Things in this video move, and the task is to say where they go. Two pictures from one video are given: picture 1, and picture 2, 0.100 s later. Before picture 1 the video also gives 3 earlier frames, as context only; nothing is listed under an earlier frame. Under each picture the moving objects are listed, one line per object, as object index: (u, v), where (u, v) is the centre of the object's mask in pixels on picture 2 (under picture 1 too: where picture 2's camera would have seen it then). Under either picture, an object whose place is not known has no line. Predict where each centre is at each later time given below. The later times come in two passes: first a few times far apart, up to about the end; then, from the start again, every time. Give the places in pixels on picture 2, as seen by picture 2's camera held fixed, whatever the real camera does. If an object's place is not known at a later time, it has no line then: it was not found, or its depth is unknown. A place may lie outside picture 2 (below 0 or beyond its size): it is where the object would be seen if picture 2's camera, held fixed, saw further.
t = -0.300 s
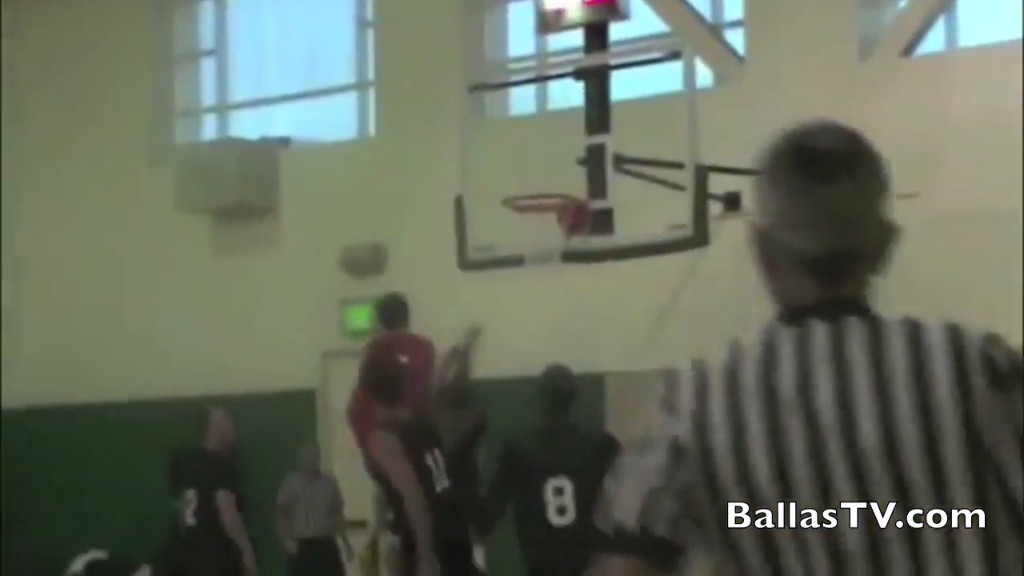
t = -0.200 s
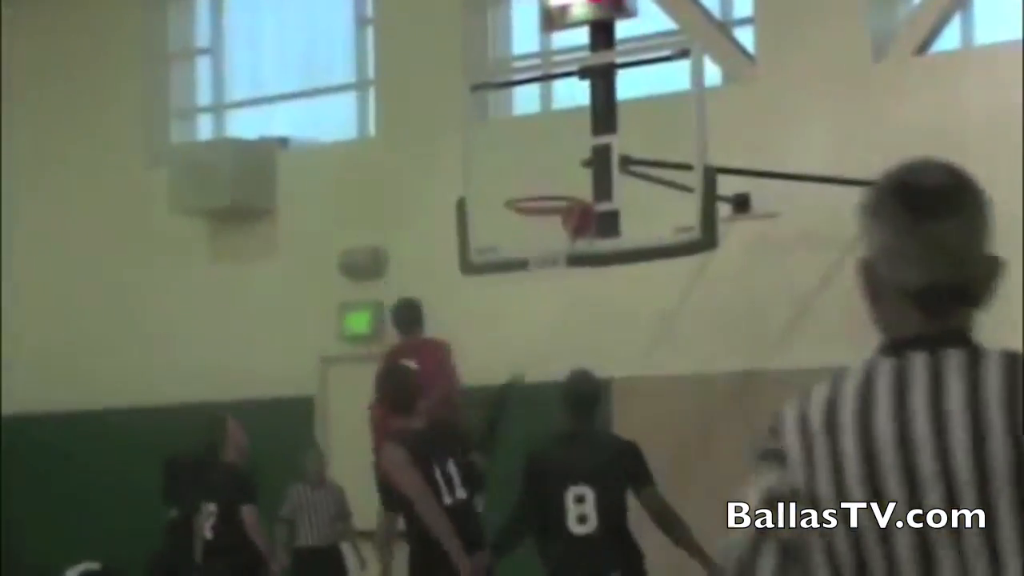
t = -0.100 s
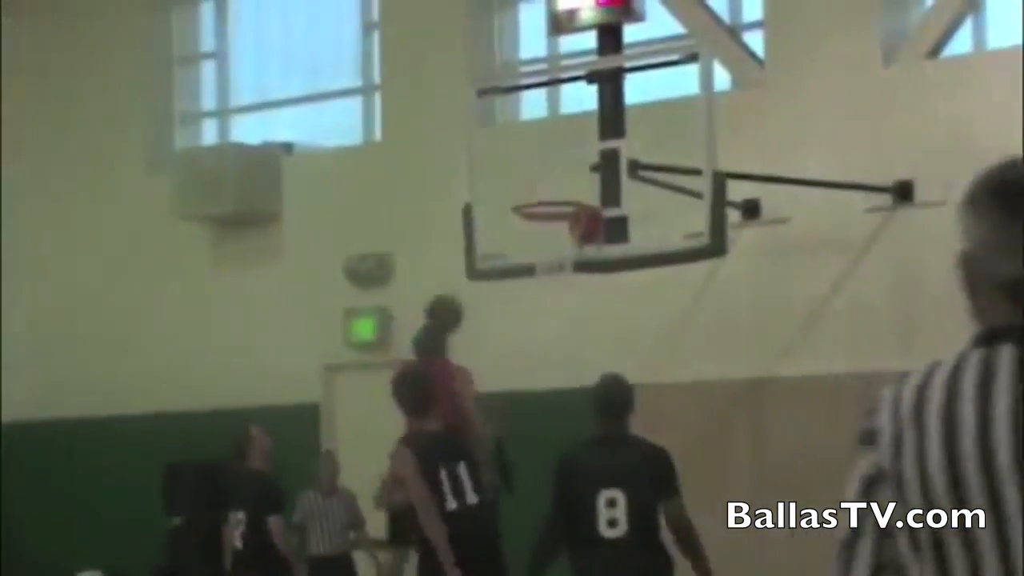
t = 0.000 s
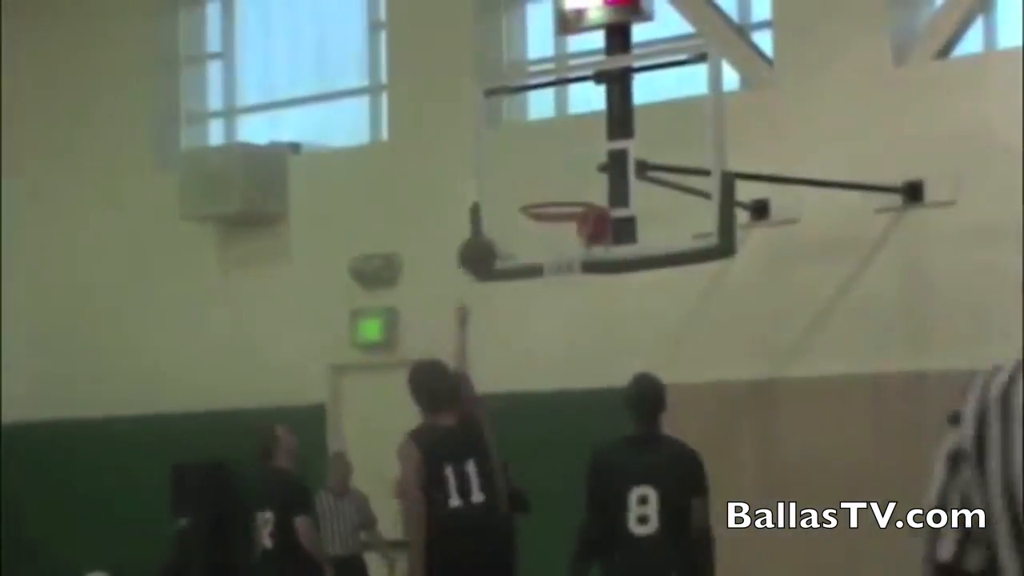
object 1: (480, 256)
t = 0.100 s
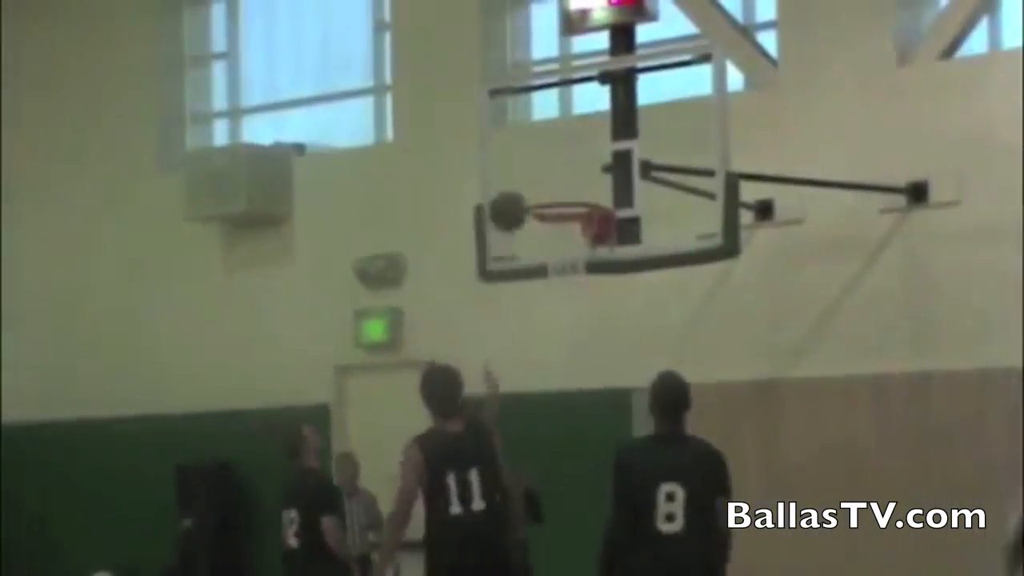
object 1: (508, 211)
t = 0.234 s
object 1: (545, 180)
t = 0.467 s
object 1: (559, 178)
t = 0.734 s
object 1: (563, 250)
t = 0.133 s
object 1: (517, 200)
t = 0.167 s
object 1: (526, 192)
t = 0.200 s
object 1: (535, 185)
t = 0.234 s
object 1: (545, 180)
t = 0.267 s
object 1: (552, 176)
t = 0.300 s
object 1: (554, 171)
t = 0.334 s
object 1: (554, 168)
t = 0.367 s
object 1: (556, 166)
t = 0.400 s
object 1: (557, 168)
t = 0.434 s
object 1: (558, 172)
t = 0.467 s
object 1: (559, 178)
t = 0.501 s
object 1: (561, 186)
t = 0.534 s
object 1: (562, 195)
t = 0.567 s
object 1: (564, 206)
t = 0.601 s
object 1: (565, 219)
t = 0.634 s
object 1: (567, 232)
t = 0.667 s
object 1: (565, 237)
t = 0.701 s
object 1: (563, 242)
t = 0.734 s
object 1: (563, 250)
